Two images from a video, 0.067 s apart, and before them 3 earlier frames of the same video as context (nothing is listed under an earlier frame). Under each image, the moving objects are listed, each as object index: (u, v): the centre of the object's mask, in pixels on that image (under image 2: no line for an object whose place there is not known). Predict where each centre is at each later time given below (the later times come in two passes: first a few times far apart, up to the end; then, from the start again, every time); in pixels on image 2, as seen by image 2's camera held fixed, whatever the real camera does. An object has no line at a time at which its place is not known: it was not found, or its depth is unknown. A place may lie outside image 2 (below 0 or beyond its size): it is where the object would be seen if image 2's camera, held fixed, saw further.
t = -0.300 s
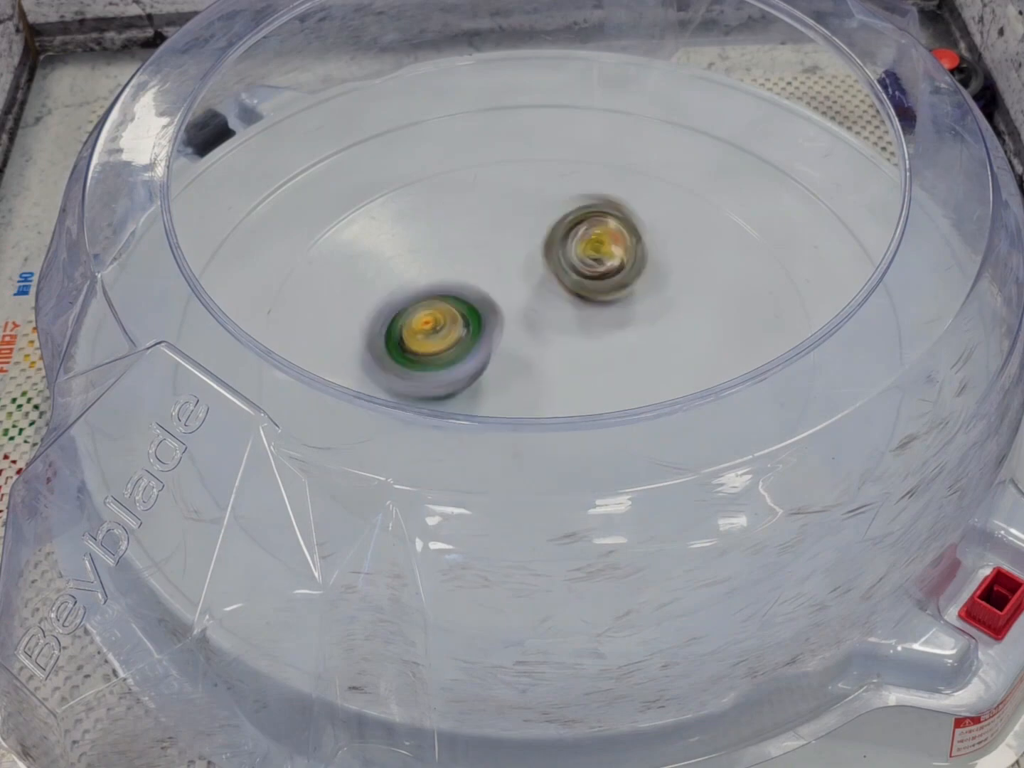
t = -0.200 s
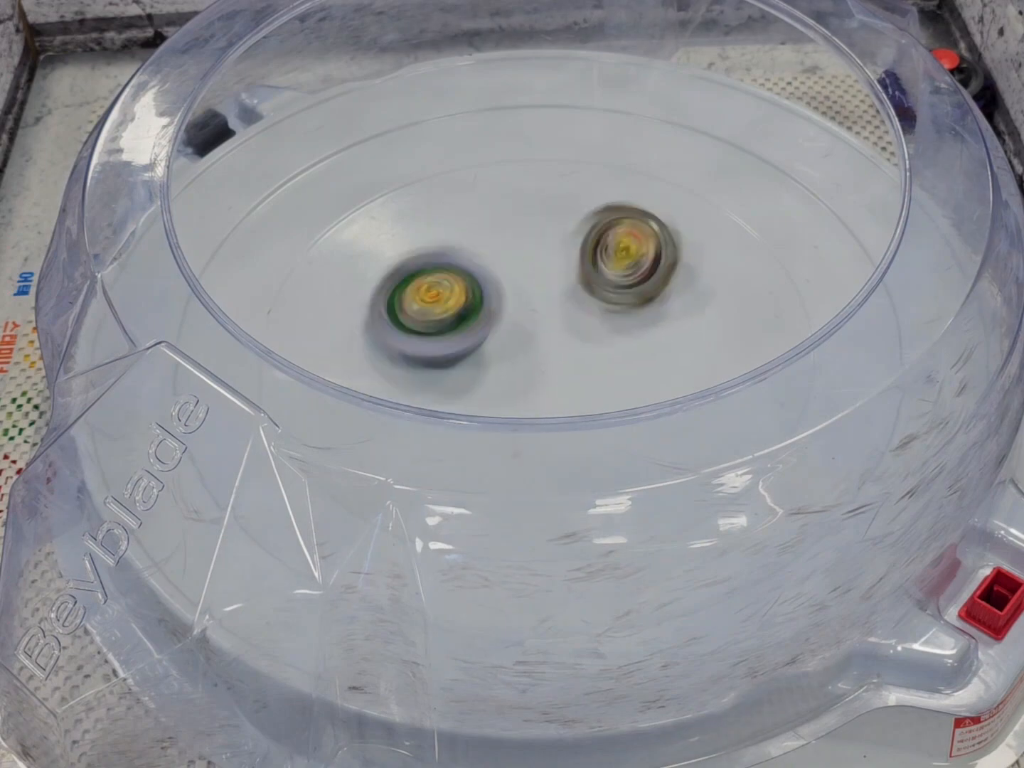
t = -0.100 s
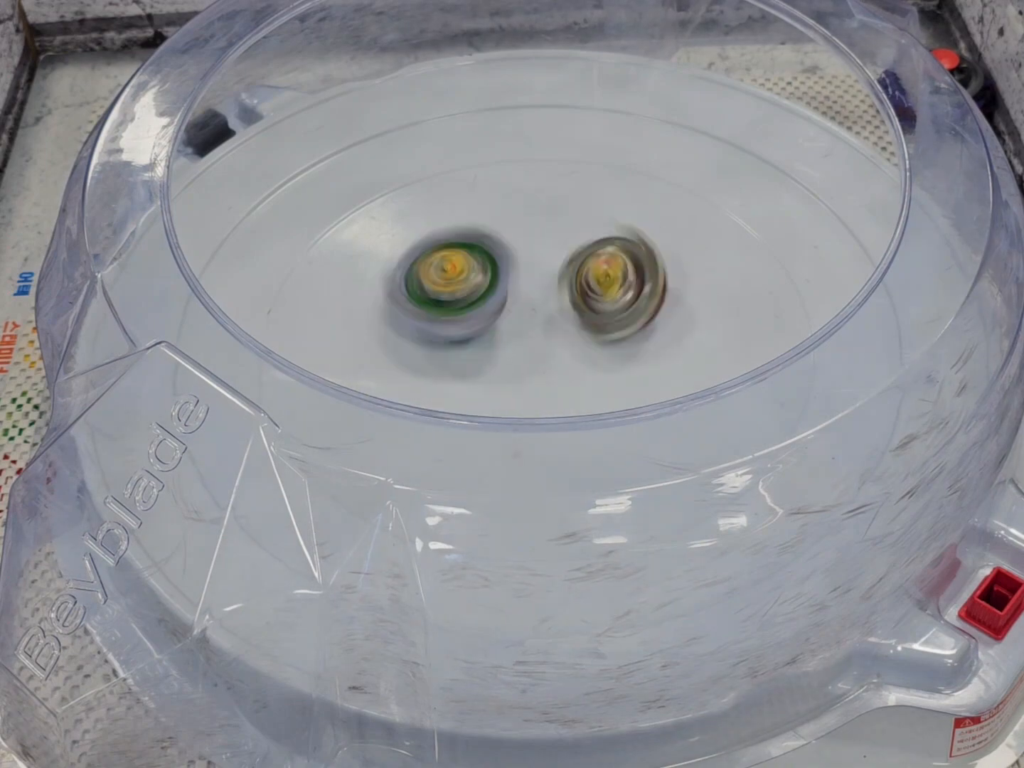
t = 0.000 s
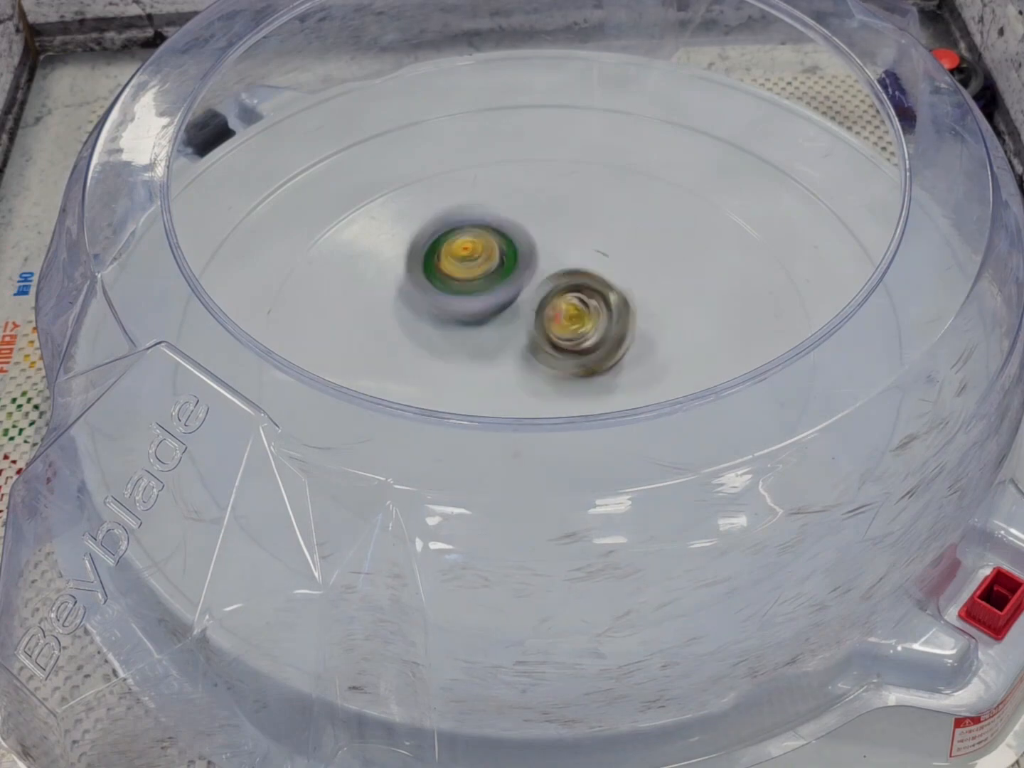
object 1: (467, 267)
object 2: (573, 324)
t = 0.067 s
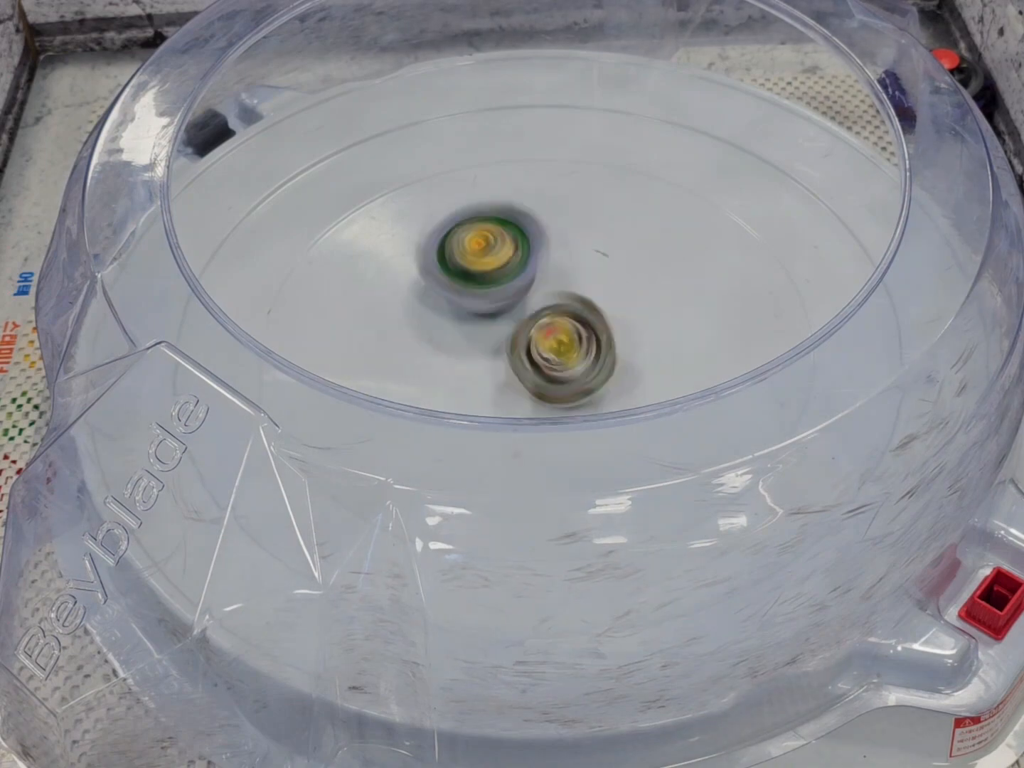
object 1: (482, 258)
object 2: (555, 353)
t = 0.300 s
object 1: (533, 251)
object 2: (534, 371)
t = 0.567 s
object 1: (566, 287)
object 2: (531, 382)
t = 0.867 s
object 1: (534, 332)
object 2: (600, 428)
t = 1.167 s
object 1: (488, 330)
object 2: (624, 347)
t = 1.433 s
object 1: (434, 318)
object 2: (590, 315)
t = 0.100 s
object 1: (488, 256)
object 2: (550, 362)
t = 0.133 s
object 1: (494, 253)
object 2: (550, 367)
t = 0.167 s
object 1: (502, 250)
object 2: (546, 370)
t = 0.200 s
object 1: (508, 250)
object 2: (542, 371)
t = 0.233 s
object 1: (517, 250)
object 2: (539, 371)
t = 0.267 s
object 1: (525, 250)
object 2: (537, 370)
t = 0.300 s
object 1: (533, 251)
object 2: (534, 371)
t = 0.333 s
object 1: (540, 252)
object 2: (530, 368)
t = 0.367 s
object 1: (545, 256)
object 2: (529, 363)
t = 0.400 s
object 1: (551, 261)
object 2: (526, 364)
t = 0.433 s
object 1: (557, 262)
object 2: (525, 371)
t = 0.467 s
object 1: (561, 267)
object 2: (523, 376)
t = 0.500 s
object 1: (563, 272)
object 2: (522, 380)
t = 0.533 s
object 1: (565, 280)
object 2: (527, 383)
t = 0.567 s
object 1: (566, 287)
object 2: (531, 382)
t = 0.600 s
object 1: (564, 295)
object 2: (535, 383)
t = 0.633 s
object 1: (565, 298)
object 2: (534, 384)
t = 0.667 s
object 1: (564, 302)
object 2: (532, 412)
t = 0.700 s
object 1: (562, 309)
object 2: (536, 417)
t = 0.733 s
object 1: (558, 317)
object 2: (543, 433)
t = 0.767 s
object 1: (554, 323)
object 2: (554, 435)
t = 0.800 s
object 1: (550, 327)
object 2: (567, 432)
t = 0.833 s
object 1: (544, 330)
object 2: (576, 415)
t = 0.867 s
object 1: (534, 332)
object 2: (600, 428)
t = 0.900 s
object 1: (524, 330)
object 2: (619, 427)
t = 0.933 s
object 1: (517, 330)
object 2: (634, 424)
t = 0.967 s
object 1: (512, 331)
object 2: (644, 407)
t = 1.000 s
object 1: (506, 331)
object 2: (651, 401)
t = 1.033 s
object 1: (502, 331)
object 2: (652, 389)
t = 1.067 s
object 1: (497, 331)
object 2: (649, 369)
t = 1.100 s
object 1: (494, 331)
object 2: (644, 363)
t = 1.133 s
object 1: (491, 330)
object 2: (637, 356)
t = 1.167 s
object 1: (488, 330)
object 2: (624, 347)
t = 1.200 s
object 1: (480, 329)
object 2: (619, 337)
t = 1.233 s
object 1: (462, 331)
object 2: (628, 325)
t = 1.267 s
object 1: (456, 328)
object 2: (631, 317)
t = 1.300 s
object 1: (450, 325)
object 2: (627, 314)
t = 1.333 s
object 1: (443, 323)
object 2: (622, 312)
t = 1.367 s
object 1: (439, 321)
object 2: (612, 312)
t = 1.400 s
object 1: (436, 319)
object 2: (602, 313)
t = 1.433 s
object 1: (434, 318)
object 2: (590, 315)
